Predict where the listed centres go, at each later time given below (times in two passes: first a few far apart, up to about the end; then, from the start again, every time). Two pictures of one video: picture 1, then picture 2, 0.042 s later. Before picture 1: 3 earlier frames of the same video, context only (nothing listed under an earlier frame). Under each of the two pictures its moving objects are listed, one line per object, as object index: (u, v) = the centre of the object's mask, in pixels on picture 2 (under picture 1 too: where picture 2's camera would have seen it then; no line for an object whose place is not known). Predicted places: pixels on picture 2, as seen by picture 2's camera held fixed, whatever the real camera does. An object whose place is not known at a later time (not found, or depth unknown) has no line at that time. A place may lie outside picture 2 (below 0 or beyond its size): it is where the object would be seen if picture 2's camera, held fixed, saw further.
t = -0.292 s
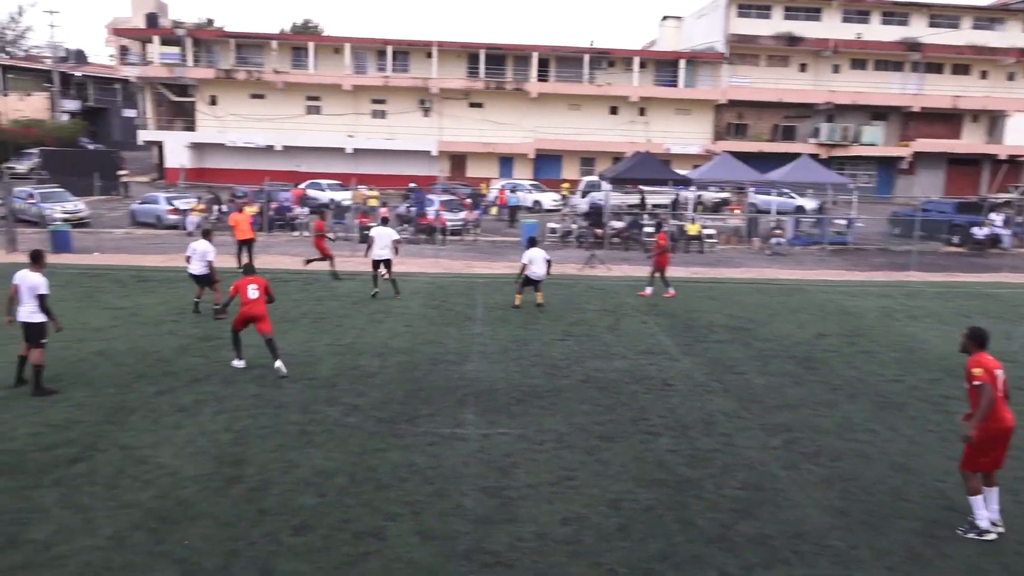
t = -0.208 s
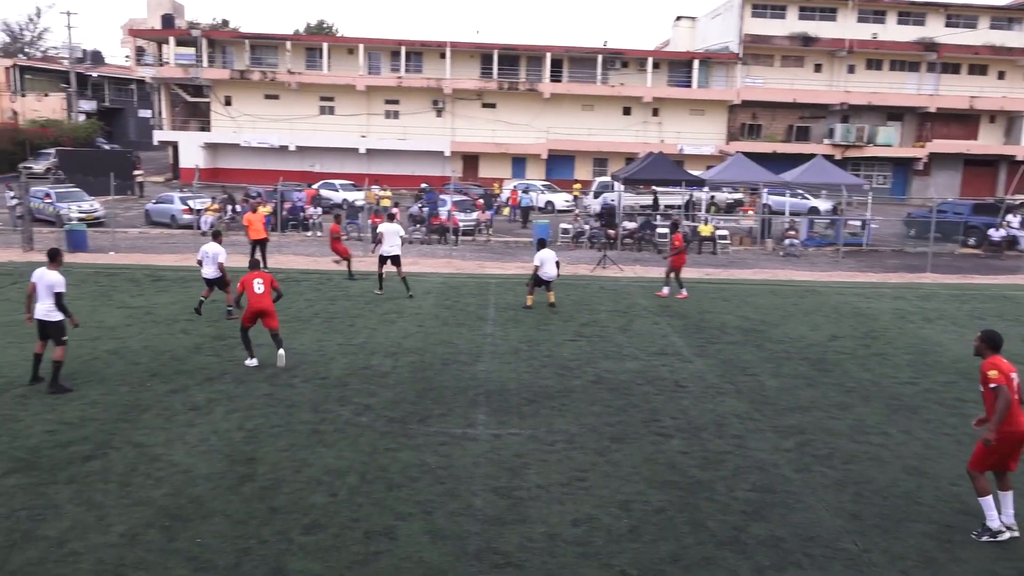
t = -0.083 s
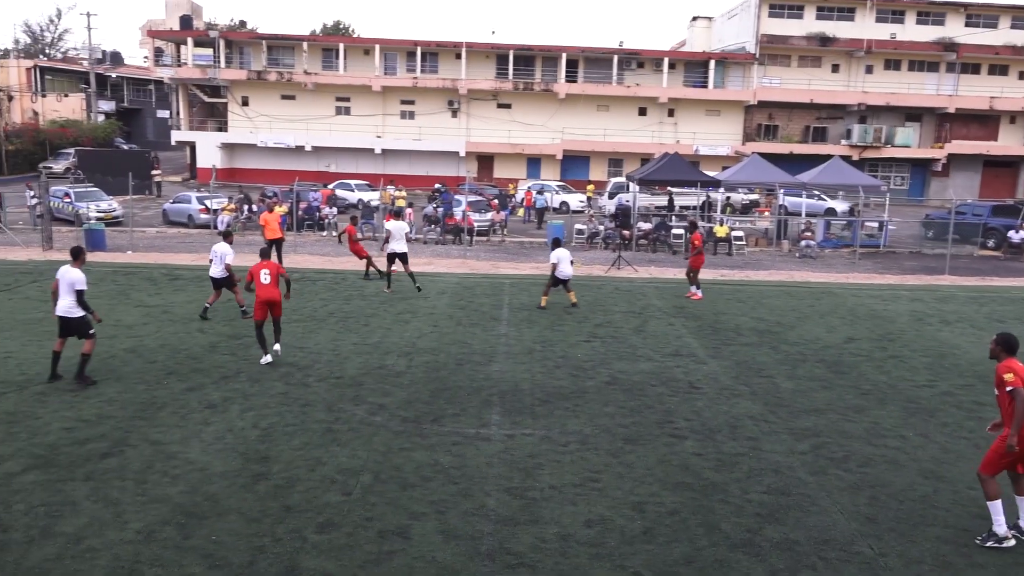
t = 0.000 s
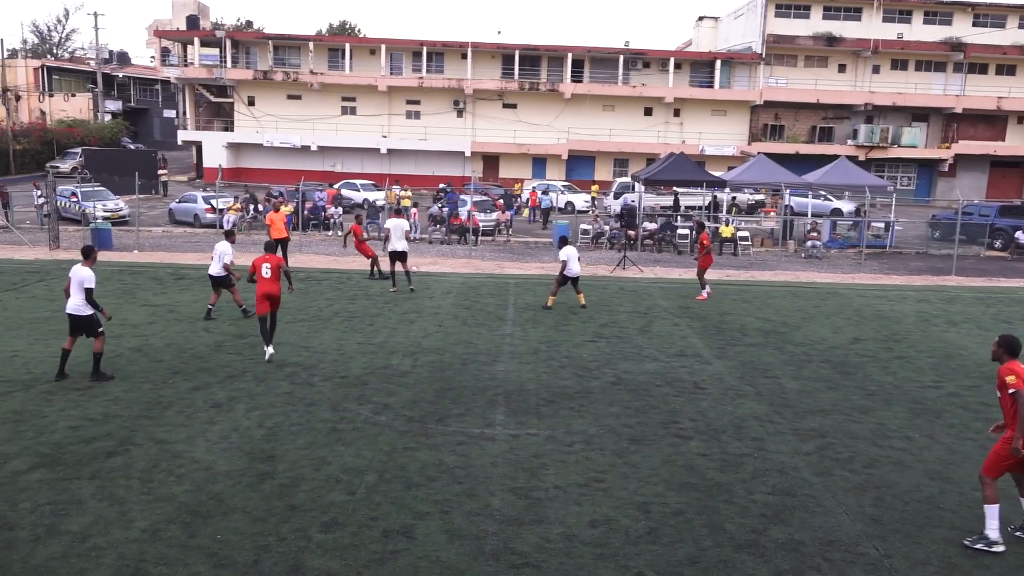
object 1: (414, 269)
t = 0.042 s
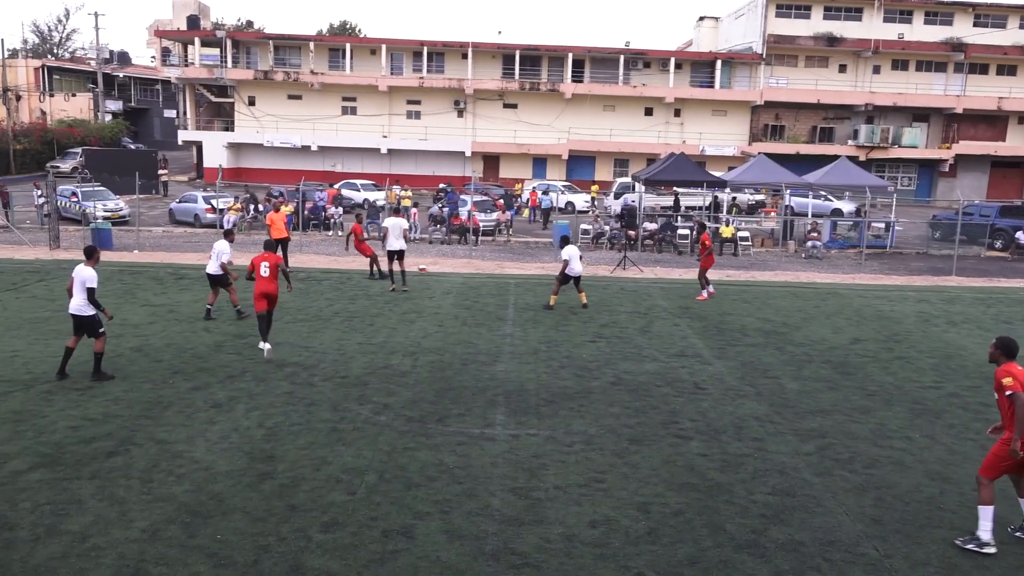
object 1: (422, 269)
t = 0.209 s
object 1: (458, 279)
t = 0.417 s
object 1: (511, 315)
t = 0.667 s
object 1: (574, 354)
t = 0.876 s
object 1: (633, 399)
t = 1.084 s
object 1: (691, 429)
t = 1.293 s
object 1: (761, 487)
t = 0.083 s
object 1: (431, 270)
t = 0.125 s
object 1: (439, 273)
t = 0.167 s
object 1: (449, 275)
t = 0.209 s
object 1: (458, 279)
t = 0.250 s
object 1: (467, 284)
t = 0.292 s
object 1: (478, 289)
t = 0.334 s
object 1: (488, 297)
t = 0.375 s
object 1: (499, 305)
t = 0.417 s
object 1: (511, 315)
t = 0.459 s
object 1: (523, 326)
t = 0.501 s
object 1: (535, 340)
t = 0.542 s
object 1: (545, 344)
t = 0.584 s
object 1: (554, 346)
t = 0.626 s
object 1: (564, 349)
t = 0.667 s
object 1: (574, 354)
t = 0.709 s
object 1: (585, 359)
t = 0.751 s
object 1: (596, 366)
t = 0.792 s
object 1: (608, 376)
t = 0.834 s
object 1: (620, 387)
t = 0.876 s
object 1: (633, 399)
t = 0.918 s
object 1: (644, 402)
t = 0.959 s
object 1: (655, 406)
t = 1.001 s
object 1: (667, 412)
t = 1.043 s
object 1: (680, 419)
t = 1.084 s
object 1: (691, 429)
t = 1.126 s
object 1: (705, 441)
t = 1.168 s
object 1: (718, 456)
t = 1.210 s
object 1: (732, 467)
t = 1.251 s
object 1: (746, 478)
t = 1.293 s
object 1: (761, 487)
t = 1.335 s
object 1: (776, 500)
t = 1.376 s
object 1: (793, 509)
